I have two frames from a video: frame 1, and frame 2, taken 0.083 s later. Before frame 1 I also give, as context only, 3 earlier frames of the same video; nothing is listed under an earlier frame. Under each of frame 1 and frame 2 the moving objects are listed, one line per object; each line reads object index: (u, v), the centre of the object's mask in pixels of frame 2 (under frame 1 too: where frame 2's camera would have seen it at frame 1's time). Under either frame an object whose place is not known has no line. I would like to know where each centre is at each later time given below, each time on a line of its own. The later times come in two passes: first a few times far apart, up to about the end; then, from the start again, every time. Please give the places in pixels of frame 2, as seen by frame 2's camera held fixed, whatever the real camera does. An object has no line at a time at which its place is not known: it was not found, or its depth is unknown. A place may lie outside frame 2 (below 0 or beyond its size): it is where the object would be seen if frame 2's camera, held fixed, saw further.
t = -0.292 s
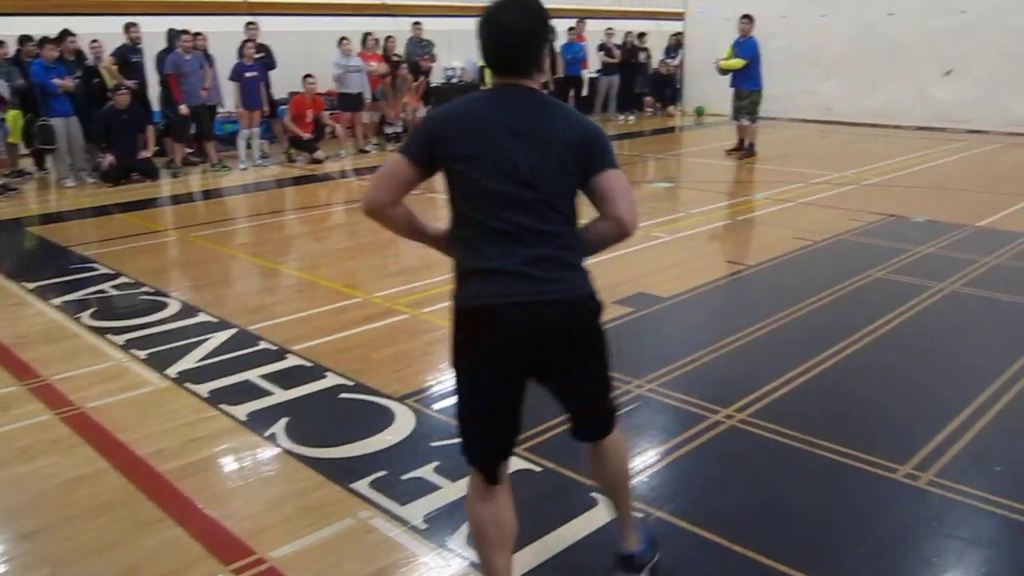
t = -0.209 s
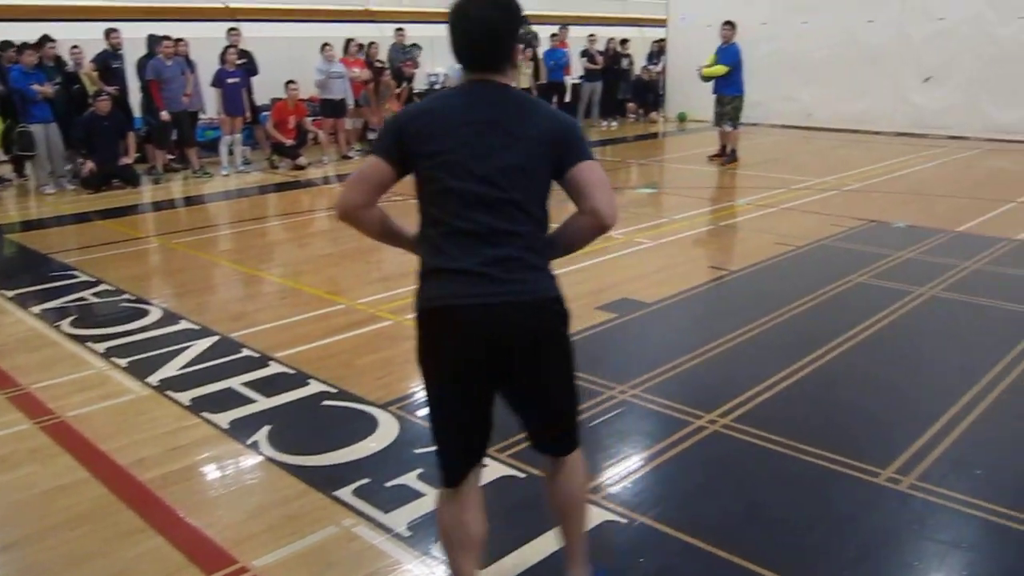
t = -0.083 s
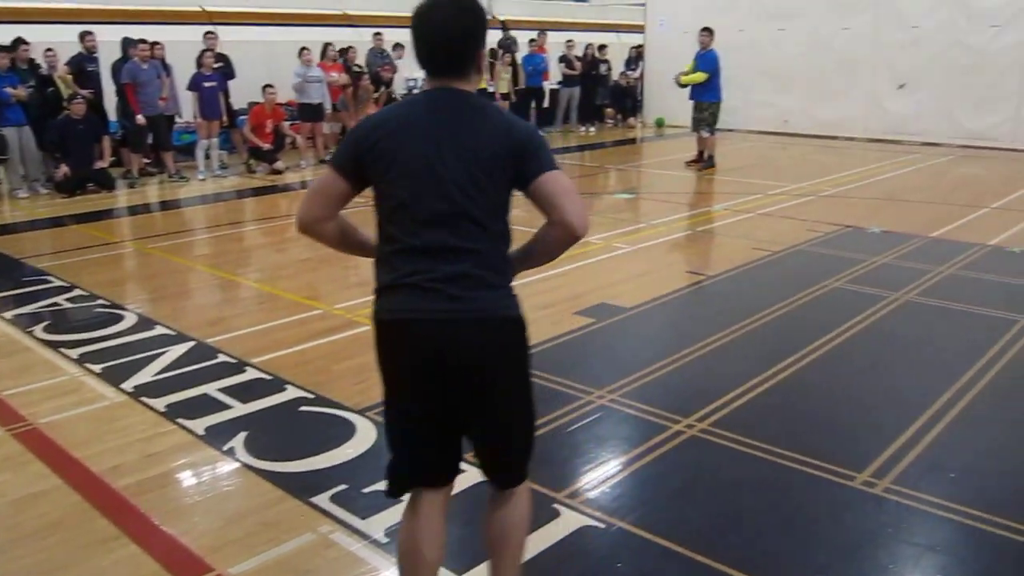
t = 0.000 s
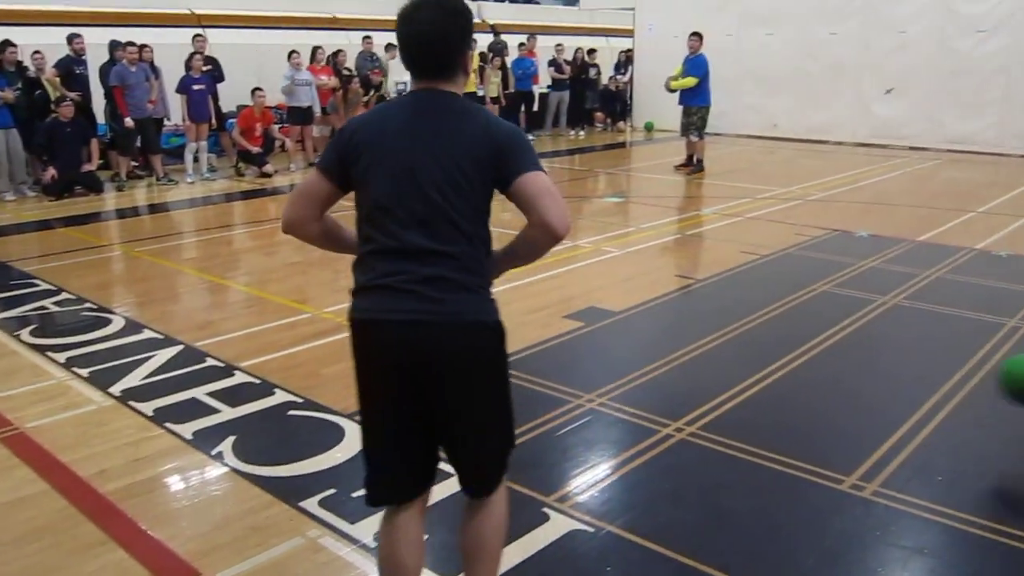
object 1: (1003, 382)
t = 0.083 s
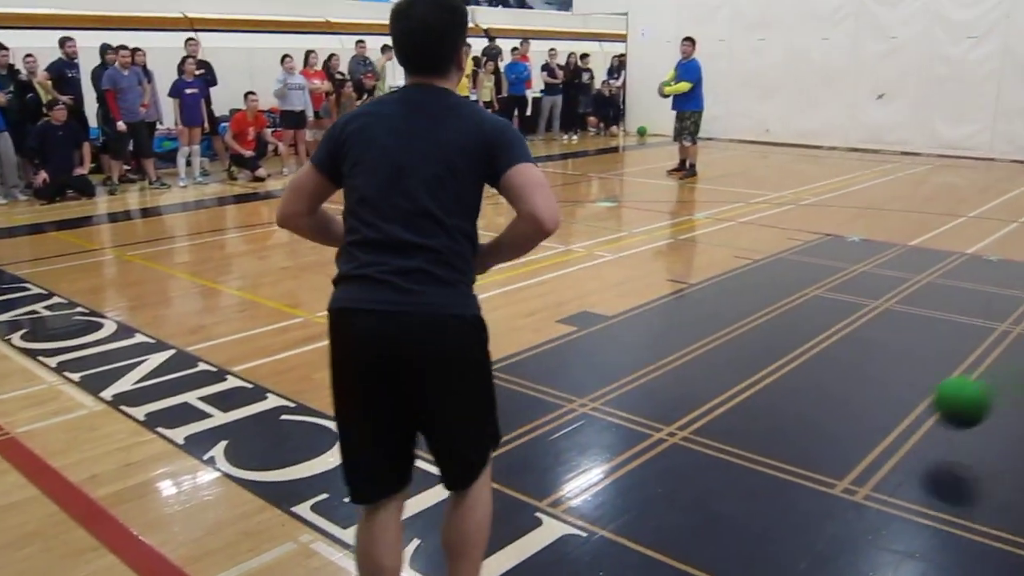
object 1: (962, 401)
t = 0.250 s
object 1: (894, 405)
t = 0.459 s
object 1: (850, 419)
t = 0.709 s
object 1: (795, 412)
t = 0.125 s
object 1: (930, 416)
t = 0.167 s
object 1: (909, 422)
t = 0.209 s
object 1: (902, 411)
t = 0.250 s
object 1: (894, 405)
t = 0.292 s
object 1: (887, 402)
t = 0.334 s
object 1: (878, 402)
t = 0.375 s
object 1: (870, 407)
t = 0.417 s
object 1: (861, 415)
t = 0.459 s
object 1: (850, 419)
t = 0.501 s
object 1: (842, 413)
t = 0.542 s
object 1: (832, 410)
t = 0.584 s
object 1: (822, 412)
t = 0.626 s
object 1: (812, 417)
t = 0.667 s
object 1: (804, 414)
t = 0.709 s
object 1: (795, 412)
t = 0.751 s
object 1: (786, 414)
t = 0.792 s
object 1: (777, 413)
